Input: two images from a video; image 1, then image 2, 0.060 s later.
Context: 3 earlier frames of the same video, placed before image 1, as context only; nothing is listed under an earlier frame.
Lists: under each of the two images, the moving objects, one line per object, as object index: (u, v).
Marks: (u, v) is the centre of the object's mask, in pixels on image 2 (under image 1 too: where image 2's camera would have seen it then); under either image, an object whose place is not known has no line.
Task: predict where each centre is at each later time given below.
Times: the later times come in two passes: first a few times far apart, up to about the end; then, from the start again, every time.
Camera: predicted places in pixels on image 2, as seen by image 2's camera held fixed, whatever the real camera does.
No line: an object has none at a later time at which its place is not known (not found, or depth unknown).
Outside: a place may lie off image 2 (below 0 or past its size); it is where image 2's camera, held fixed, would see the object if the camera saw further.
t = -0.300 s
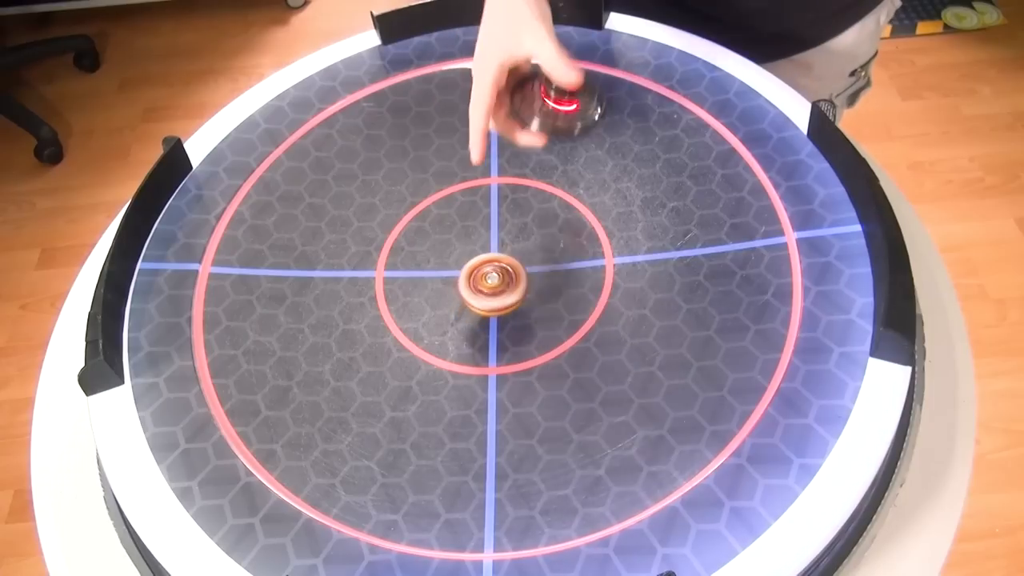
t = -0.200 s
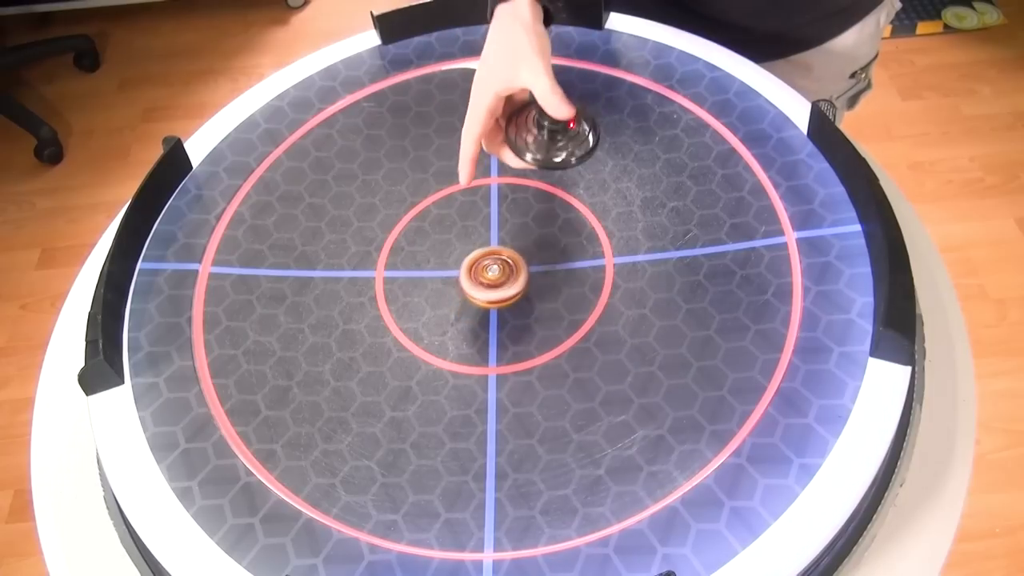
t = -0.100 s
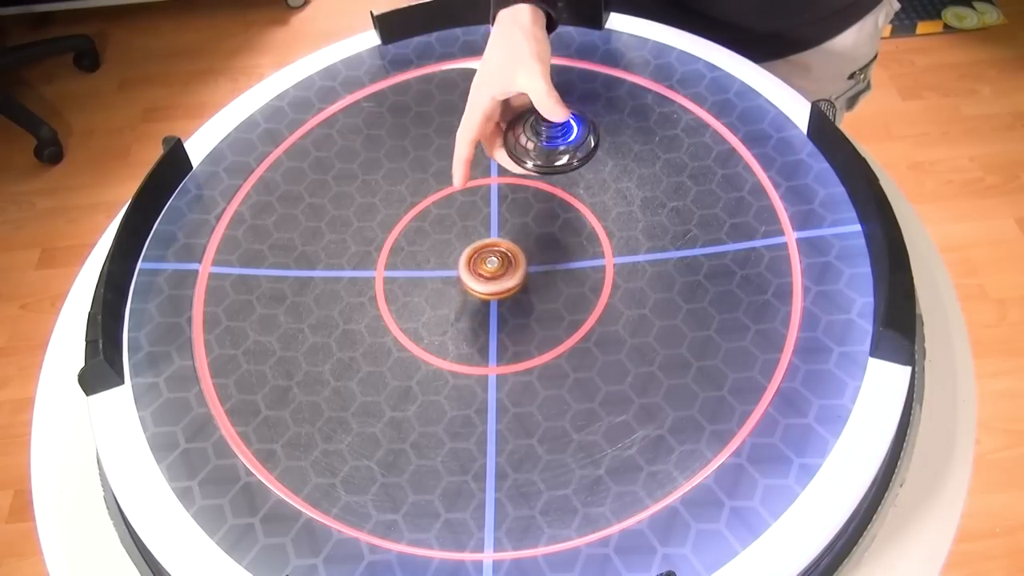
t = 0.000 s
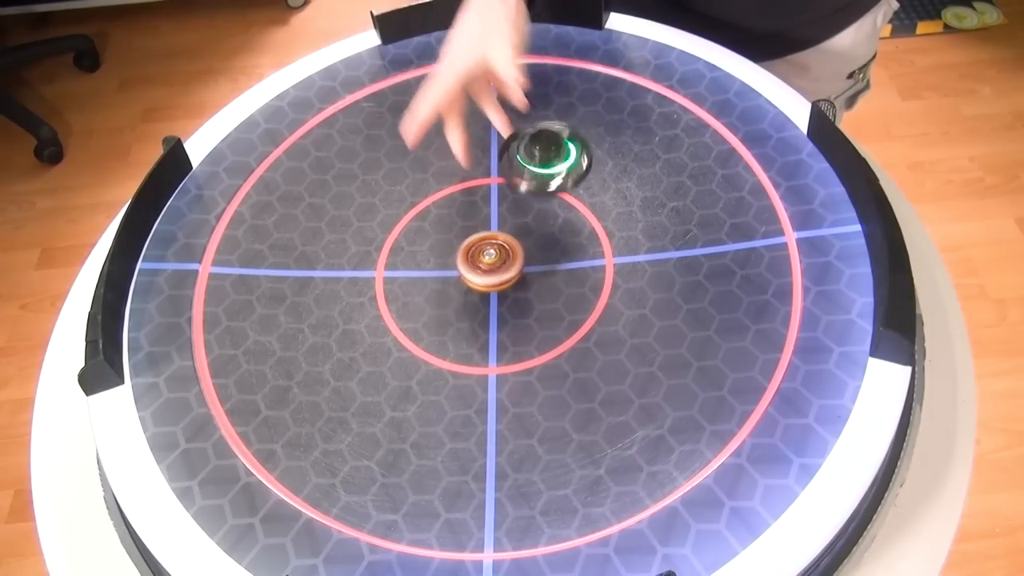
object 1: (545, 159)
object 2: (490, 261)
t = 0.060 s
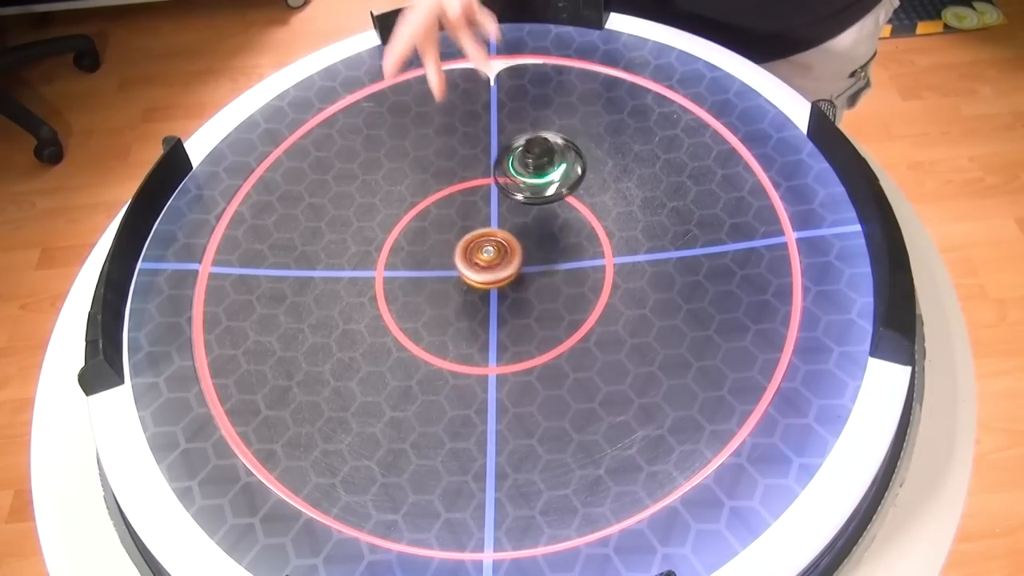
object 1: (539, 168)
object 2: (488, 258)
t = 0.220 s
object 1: (518, 175)
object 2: (478, 256)
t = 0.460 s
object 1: (482, 186)
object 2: (462, 259)
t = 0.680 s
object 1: (459, 198)
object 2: (460, 272)
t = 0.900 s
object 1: (443, 199)
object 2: (471, 290)
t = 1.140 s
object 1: (429, 214)
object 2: (490, 297)
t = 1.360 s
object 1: (423, 252)
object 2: (500, 288)
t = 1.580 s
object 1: (390, 272)
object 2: (512, 278)
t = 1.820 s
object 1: (387, 295)
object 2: (502, 263)
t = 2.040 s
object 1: (405, 296)
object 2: (483, 254)
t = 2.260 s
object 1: (416, 297)
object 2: (473, 241)
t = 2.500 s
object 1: (429, 303)
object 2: (467, 226)
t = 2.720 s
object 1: (451, 290)
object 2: (463, 222)
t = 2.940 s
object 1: (470, 295)
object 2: (463, 219)
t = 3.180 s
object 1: (484, 288)
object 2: (464, 223)
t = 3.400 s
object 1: (494, 294)
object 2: (467, 227)
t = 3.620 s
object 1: (497, 298)
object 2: (469, 231)
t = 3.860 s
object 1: (499, 300)
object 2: (469, 235)
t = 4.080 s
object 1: (507, 303)
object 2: (467, 238)
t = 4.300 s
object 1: (513, 296)
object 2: (462, 243)
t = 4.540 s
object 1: (528, 291)
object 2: (451, 252)
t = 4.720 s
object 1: (530, 281)
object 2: (450, 262)
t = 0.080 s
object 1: (537, 167)
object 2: (487, 257)
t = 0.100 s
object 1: (535, 166)
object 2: (486, 256)
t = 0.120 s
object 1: (532, 166)
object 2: (485, 256)
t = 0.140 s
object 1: (529, 168)
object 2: (484, 256)
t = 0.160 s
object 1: (527, 171)
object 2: (483, 256)
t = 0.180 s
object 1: (524, 175)
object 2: (481, 256)
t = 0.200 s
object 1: (520, 177)
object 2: (480, 256)
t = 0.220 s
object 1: (518, 175)
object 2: (478, 256)
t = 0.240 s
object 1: (515, 174)
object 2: (477, 257)
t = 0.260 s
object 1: (512, 175)
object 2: (475, 257)
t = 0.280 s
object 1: (510, 176)
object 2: (473, 257)
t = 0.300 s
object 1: (506, 178)
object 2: (471, 257)
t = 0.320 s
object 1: (503, 178)
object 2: (470, 258)
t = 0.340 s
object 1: (501, 178)
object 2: (468, 258)
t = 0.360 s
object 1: (498, 179)
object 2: (467, 259)
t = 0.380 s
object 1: (495, 179)
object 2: (466, 259)
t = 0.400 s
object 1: (492, 181)
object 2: (465, 258)
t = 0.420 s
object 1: (489, 183)
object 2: (464, 259)
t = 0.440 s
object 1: (486, 184)
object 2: (463, 259)
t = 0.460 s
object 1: (482, 186)
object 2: (462, 259)
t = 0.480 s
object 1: (479, 188)
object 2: (461, 260)
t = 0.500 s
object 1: (475, 191)
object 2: (461, 260)
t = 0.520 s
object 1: (473, 192)
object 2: (460, 261)
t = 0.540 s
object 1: (470, 193)
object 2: (459, 262)
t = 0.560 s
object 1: (469, 194)
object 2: (459, 263)
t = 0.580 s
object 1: (466, 195)
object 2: (459, 264)
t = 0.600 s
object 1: (465, 195)
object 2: (459, 266)
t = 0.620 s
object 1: (463, 195)
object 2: (458, 268)
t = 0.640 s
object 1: (461, 196)
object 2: (459, 270)
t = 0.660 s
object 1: (460, 196)
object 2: (459, 271)
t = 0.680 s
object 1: (459, 198)
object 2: (460, 272)
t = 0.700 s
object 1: (458, 199)
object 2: (460, 273)
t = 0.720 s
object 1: (457, 201)
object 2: (461, 273)
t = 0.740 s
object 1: (456, 203)
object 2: (461, 274)
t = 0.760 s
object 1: (455, 205)
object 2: (461, 275)
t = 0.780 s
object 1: (453, 208)
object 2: (462, 276)
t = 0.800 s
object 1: (452, 207)
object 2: (463, 278)
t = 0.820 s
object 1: (450, 205)
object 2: (465, 281)
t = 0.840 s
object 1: (447, 202)
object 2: (466, 283)
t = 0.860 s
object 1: (446, 201)
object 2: (468, 285)
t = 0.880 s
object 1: (445, 200)
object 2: (469, 287)
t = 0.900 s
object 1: (443, 199)
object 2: (471, 290)
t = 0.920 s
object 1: (441, 198)
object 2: (473, 291)
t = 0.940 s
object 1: (440, 198)
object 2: (474, 293)
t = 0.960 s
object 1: (438, 199)
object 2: (476, 294)
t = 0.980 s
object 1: (437, 199)
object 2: (478, 295)
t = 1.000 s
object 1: (435, 201)
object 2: (479, 296)
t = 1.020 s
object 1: (434, 202)
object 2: (481, 297)
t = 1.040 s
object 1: (433, 203)
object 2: (483, 297)
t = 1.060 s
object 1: (432, 205)
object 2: (485, 297)
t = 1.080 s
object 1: (431, 207)
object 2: (486, 298)
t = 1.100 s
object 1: (431, 210)
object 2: (488, 297)
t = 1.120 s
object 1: (430, 212)
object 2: (489, 297)
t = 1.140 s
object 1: (429, 214)
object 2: (490, 297)
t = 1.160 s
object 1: (428, 217)
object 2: (492, 297)
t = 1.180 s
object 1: (428, 220)
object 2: (493, 296)
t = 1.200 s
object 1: (427, 223)
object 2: (494, 295)
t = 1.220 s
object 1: (427, 227)
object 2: (495, 295)
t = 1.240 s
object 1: (427, 231)
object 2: (496, 294)
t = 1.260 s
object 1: (427, 235)
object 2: (496, 293)
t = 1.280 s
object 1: (426, 238)
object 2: (497, 292)
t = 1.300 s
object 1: (427, 242)
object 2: (498, 291)
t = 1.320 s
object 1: (427, 246)
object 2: (497, 289)
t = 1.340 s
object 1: (426, 249)
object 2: (498, 288)
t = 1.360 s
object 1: (423, 252)
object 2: (500, 288)
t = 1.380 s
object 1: (417, 254)
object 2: (503, 287)
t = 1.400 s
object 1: (412, 255)
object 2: (504, 287)
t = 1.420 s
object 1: (409, 257)
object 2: (506, 286)
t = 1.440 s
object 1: (405, 258)
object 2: (507, 285)
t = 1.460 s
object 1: (402, 261)
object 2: (509, 285)
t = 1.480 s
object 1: (399, 263)
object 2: (510, 284)
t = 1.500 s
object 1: (396, 265)
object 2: (511, 283)
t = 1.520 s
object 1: (395, 266)
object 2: (511, 282)
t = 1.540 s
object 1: (393, 268)
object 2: (511, 281)
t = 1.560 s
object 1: (391, 270)
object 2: (512, 280)
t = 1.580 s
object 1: (390, 272)
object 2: (512, 278)
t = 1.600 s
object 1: (389, 274)
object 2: (512, 277)
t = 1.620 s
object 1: (388, 277)
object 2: (512, 276)
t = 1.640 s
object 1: (387, 278)
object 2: (511, 275)
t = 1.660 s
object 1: (387, 280)
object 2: (510, 273)
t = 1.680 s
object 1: (386, 282)
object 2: (510, 272)
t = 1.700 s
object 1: (385, 284)
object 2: (509, 271)
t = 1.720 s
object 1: (385, 285)
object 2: (508, 269)
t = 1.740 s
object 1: (385, 288)
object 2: (507, 268)
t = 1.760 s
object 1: (386, 289)
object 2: (506, 267)
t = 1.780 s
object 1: (386, 291)
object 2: (505, 266)
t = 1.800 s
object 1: (387, 293)
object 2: (504, 265)
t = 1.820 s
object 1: (387, 295)
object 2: (502, 263)
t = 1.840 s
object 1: (388, 297)
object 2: (501, 262)
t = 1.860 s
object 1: (388, 298)
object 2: (499, 261)
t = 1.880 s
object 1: (389, 299)
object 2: (498, 260)
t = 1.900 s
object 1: (390, 299)
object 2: (496, 259)
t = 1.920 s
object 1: (392, 299)
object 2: (494, 258)
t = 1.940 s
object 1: (393, 299)
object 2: (492, 257)
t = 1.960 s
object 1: (395, 299)
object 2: (490, 257)
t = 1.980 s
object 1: (397, 299)
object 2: (489, 256)
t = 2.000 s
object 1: (400, 298)
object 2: (487, 255)
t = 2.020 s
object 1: (402, 297)
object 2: (485, 255)
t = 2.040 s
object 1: (405, 296)
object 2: (483, 254)
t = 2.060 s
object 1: (408, 295)
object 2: (481, 253)
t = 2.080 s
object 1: (408, 295)
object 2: (480, 252)
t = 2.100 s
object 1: (409, 295)
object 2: (479, 251)
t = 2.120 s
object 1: (409, 295)
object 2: (478, 249)
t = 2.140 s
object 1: (410, 295)
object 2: (477, 248)
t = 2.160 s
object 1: (411, 295)
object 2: (476, 247)
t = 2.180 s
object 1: (411, 296)
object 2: (476, 246)
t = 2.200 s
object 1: (412, 297)
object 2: (475, 244)
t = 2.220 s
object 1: (413, 297)
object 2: (474, 243)
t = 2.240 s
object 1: (415, 297)
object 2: (473, 242)
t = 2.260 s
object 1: (416, 297)
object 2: (473, 241)
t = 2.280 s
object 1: (418, 297)
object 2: (472, 240)
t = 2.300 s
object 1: (419, 296)
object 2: (471, 239)
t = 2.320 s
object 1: (420, 296)
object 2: (471, 237)
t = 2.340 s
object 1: (420, 298)
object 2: (470, 236)
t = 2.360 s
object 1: (420, 300)
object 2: (470, 234)
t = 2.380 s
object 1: (421, 301)
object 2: (470, 232)
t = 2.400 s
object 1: (422, 302)
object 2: (470, 231)
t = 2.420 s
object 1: (423, 303)
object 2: (469, 230)
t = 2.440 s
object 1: (425, 303)
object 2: (469, 229)
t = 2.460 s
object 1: (426, 304)
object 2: (469, 228)
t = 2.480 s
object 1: (427, 303)
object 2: (468, 227)
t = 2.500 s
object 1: (429, 303)
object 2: (467, 226)
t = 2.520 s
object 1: (431, 303)
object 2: (467, 226)
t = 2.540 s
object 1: (433, 302)
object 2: (467, 225)
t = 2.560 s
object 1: (435, 301)
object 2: (466, 224)
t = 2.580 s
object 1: (437, 300)
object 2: (465, 224)
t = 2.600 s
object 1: (439, 298)
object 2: (465, 224)
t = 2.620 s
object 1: (441, 297)
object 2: (465, 223)
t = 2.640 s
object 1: (443, 295)
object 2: (464, 223)
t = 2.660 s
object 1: (445, 293)
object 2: (464, 223)
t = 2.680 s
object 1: (447, 291)
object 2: (463, 223)
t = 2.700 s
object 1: (449, 290)
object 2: (463, 222)
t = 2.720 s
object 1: (451, 290)
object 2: (463, 222)
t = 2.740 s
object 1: (453, 290)
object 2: (463, 221)
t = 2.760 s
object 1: (455, 290)
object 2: (463, 221)
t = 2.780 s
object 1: (456, 290)
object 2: (463, 221)
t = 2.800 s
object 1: (458, 290)
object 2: (463, 221)
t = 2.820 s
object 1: (459, 290)
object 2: (463, 221)
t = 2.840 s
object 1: (461, 289)
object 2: (463, 221)
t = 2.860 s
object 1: (462, 288)
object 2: (463, 221)
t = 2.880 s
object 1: (465, 290)
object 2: (463, 220)
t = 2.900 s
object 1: (467, 292)
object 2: (463, 220)
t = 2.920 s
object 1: (469, 294)
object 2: (462, 220)
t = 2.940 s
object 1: (470, 295)
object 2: (463, 219)
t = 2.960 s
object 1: (472, 295)
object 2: (463, 220)
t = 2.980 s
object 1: (474, 295)
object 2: (463, 219)
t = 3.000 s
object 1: (476, 295)
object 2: (463, 219)
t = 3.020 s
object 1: (477, 295)
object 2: (463, 220)
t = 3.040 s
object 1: (479, 294)
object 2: (463, 219)
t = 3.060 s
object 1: (480, 294)
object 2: (463, 220)
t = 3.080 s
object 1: (481, 293)
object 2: (463, 221)
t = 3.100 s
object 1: (482, 292)
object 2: (464, 221)
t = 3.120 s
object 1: (482, 291)
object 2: (464, 222)
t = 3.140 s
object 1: (483, 290)
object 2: (464, 222)
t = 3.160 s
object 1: (483, 289)
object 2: (464, 222)
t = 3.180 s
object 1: (484, 288)
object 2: (464, 223)
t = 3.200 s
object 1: (486, 290)
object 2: (464, 223)
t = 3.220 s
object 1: (488, 292)
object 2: (464, 223)
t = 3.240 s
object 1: (490, 293)
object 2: (464, 223)
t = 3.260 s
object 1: (491, 293)
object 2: (464, 223)
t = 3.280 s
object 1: (492, 294)
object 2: (465, 224)
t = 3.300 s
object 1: (493, 294)
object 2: (465, 224)
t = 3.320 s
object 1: (494, 295)
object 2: (465, 224)
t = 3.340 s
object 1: (494, 295)
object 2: (466, 225)
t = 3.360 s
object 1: (494, 295)
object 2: (466, 225)
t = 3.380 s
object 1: (494, 294)
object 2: (466, 226)
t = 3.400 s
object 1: (494, 294)
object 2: (467, 227)
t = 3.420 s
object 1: (494, 294)
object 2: (467, 228)
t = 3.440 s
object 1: (493, 293)
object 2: (467, 228)
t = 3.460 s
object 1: (493, 293)
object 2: (468, 228)
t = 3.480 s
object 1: (494, 294)
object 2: (468, 229)
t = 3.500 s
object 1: (495, 296)
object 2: (468, 229)
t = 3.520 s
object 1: (496, 297)
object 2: (468, 229)
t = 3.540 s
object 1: (497, 298)
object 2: (468, 229)
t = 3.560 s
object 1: (498, 298)
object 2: (468, 230)
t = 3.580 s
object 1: (498, 298)
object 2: (468, 230)
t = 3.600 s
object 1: (498, 298)
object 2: (469, 231)
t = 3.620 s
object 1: (497, 298)
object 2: (469, 231)
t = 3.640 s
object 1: (497, 297)
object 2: (469, 231)
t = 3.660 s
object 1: (497, 296)
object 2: (469, 232)
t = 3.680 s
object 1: (496, 296)
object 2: (469, 232)
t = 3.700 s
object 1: (497, 297)
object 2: (469, 232)
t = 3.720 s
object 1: (497, 299)
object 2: (469, 233)
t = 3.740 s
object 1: (498, 300)
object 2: (469, 233)
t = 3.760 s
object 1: (498, 301)
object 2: (469, 233)
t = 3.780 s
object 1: (498, 301)
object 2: (469, 233)
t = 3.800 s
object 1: (499, 301)
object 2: (469, 234)
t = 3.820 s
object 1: (499, 301)
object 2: (469, 234)
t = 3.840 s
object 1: (499, 301)
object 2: (469, 234)
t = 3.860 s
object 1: (499, 300)
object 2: (469, 235)
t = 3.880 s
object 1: (499, 299)
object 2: (469, 235)
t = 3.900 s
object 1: (499, 298)
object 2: (469, 235)
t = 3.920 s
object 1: (500, 299)
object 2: (469, 236)
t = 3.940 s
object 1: (500, 300)
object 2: (469, 236)
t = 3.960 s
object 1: (501, 300)
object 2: (469, 236)
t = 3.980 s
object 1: (501, 300)
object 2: (469, 236)
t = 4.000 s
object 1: (502, 300)
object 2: (469, 237)
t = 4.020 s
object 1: (502, 299)
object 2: (469, 237)
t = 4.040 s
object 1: (503, 299)
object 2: (469, 237)
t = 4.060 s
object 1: (505, 302)
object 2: (468, 238)
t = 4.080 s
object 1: (507, 303)
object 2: (467, 238)
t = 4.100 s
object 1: (508, 304)
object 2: (467, 238)
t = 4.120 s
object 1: (510, 305)
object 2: (467, 238)
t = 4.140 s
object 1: (512, 306)
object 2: (466, 239)
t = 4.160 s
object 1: (513, 306)
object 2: (465, 239)
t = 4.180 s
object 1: (514, 306)
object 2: (465, 239)
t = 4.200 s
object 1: (514, 305)
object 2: (465, 240)
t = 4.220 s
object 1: (514, 304)
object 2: (464, 240)
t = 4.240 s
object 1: (515, 303)
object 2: (463, 241)
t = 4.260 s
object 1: (515, 301)
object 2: (463, 242)
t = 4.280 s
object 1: (514, 299)
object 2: (462, 242)
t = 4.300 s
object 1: (513, 296)
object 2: (462, 243)
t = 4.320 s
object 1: (513, 295)
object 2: (461, 243)
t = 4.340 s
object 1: (515, 295)
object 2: (460, 244)
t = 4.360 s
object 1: (516, 294)
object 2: (459, 244)
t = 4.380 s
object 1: (517, 293)
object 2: (459, 245)
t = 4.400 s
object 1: (517, 293)
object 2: (458, 246)
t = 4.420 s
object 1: (518, 292)
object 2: (458, 247)
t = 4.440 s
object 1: (519, 291)
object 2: (457, 247)
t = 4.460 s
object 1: (521, 292)
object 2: (456, 248)
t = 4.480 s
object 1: (523, 292)
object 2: (455, 249)
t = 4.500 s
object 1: (525, 292)
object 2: (453, 250)
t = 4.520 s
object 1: (526, 291)
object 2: (452, 250)
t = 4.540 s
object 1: (528, 291)
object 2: (451, 252)
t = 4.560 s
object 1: (529, 290)
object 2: (450, 252)
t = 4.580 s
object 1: (530, 289)
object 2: (449, 253)
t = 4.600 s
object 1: (531, 288)
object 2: (449, 254)
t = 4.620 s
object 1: (531, 288)
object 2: (449, 256)
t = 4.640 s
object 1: (531, 287)
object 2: (449, 257)
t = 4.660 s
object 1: (531, 286)
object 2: (449, 258)
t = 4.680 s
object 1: (531, 284)
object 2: (449, 259)
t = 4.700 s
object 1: (531, 283)
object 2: (450, 260)
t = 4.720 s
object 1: (530, 281)
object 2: (450, 262)
